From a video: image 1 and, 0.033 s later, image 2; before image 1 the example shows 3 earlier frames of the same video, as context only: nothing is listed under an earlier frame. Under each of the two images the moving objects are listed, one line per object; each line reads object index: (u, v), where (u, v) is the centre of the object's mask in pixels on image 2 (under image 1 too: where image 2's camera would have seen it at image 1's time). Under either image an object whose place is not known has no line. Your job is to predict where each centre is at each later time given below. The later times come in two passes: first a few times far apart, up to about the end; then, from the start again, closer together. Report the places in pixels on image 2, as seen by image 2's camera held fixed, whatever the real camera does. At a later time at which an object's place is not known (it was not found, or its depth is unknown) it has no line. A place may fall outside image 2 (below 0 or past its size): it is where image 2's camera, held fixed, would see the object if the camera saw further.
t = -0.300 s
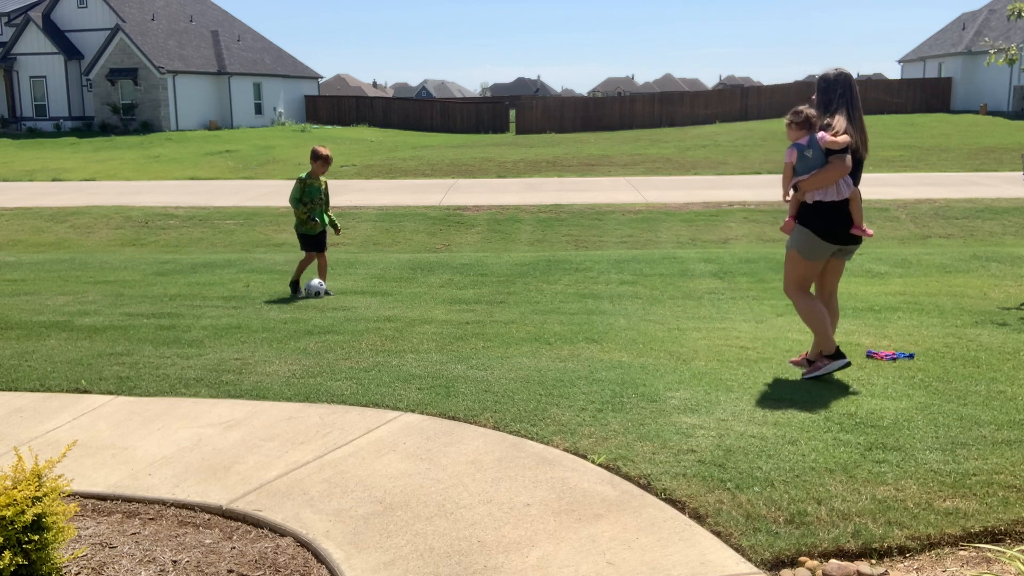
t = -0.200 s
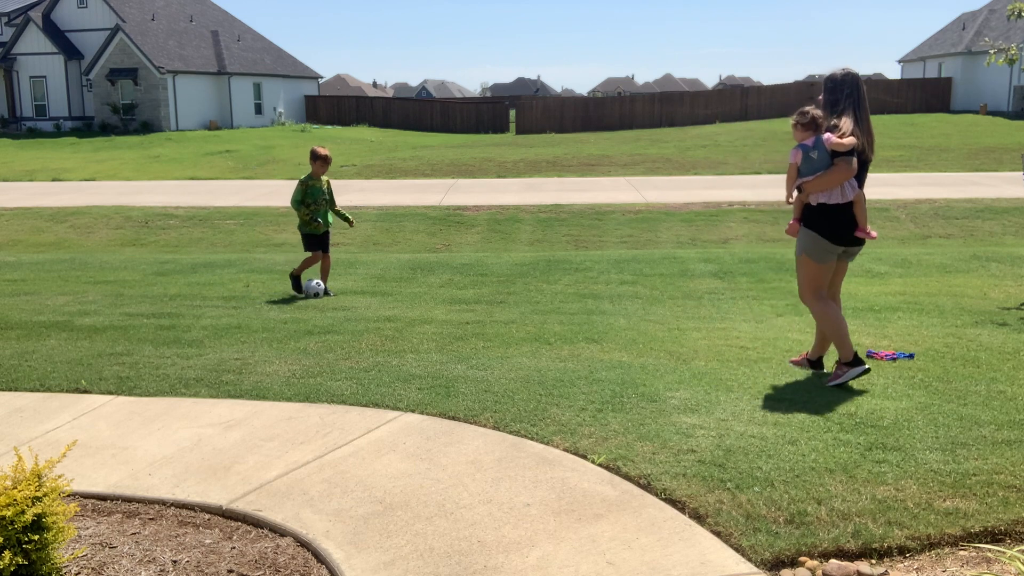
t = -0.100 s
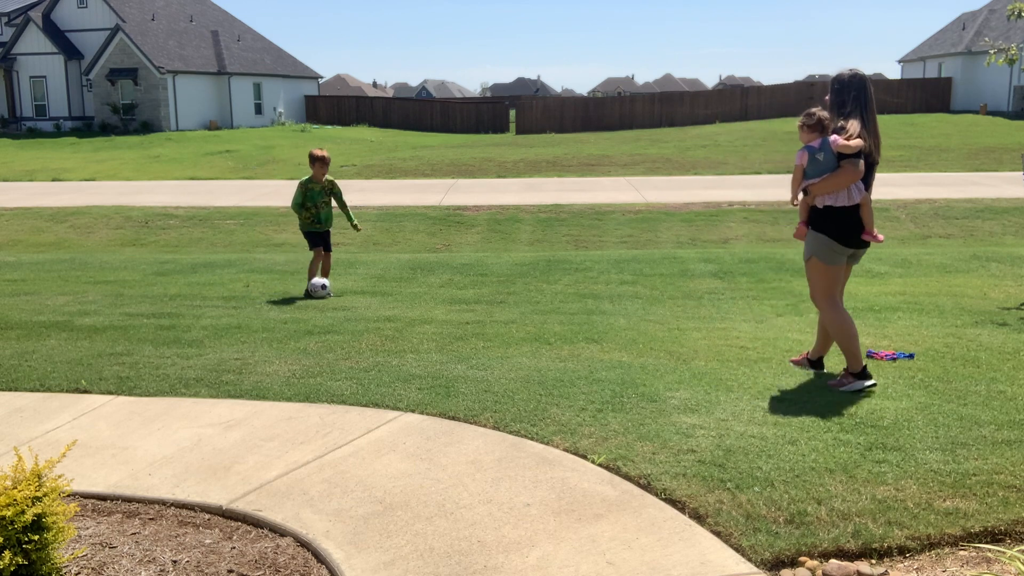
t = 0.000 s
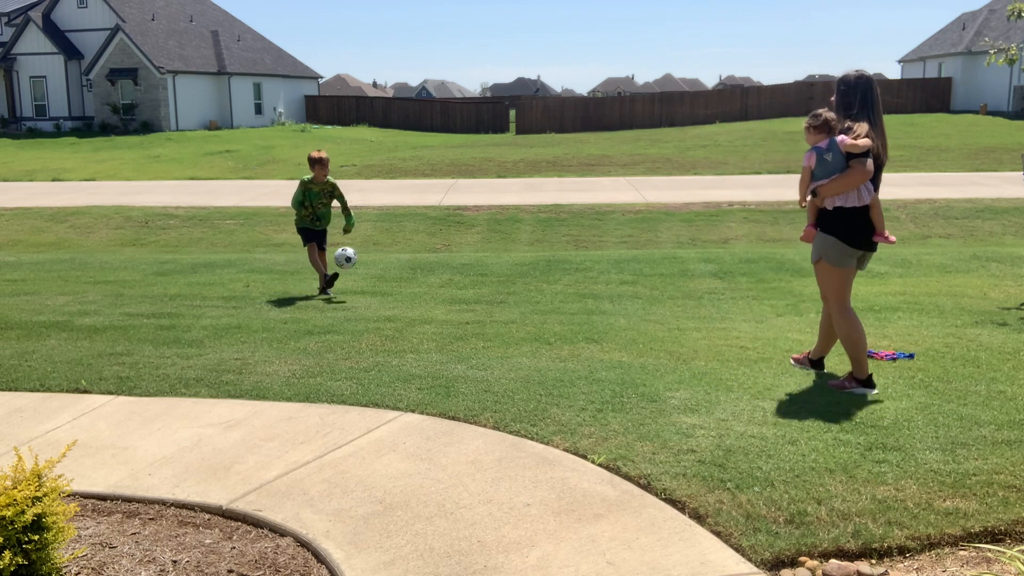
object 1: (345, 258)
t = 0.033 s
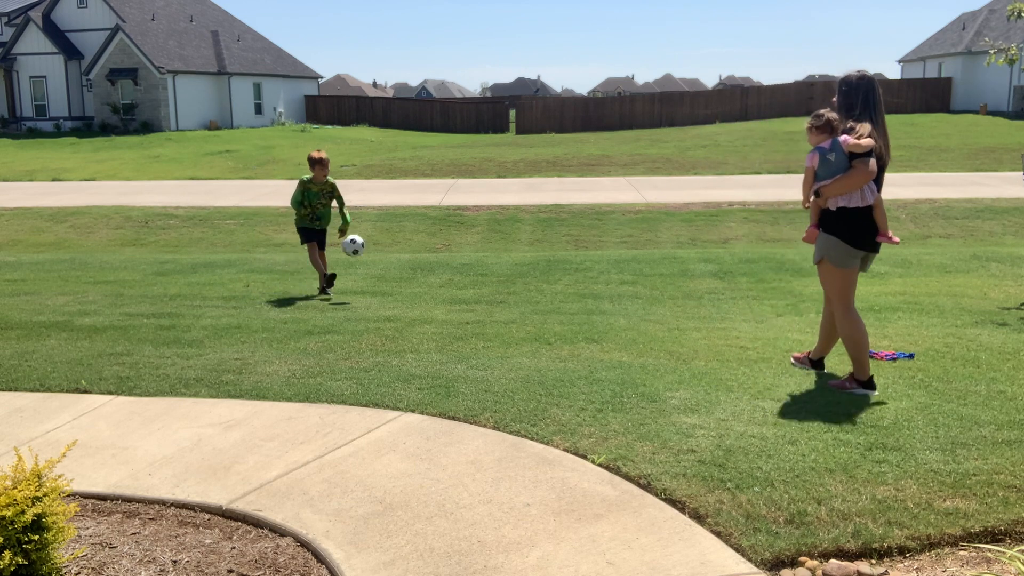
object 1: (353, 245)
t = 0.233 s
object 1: (404, 196)
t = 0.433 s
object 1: (460, 195)
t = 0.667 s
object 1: (527, 255)
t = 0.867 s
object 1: (572, 284)
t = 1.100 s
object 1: (608, 273)
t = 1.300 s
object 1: (640, 310)
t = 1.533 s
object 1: (681, 315)
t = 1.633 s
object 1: (697, 314)
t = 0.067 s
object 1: (361, 233)
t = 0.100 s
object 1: (370, 223)
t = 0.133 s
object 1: (378, 215)
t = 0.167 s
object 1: (386, 207)
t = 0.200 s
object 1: (395, 201)
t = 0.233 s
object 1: (404, 196)
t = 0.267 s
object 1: (413, 192)
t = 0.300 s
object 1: (422, 190)
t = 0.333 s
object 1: (432, 189)
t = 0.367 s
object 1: (441, 190)
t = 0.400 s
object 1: (450, 191)
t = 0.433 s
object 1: (460, 195)
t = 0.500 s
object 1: (479, 205)
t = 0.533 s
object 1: (488, 211)
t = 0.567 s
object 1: (498, 221)
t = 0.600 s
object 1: (507, 232)
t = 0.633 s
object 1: (517, 243)
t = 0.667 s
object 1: (527, 255)
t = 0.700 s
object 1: (536, 270)
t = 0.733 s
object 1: (546, 286)
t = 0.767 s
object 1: (555, 304)
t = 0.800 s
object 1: (561, 300)
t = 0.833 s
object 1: (566, 291)
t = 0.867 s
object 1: (572, 284)
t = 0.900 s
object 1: (577, 278)
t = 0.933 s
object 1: (582, 274)
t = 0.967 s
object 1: (587, 271)
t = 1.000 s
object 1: (592, 269)
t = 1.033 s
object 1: (597, 269)
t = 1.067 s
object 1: (603, 271)
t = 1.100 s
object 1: (608, 273)
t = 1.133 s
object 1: (614, 278)
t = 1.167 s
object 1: (619, 284)
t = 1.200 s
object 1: (624, 291)
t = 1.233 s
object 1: (629, 300)
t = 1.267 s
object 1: (635, 311)
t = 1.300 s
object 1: (640, 310)
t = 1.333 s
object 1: (646, 306)
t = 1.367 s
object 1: (652, 304)
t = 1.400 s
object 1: (657, 303)
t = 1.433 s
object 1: (663, 304)
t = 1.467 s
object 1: (669, 307)
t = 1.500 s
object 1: (675, 311)
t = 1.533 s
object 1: (681, 315)
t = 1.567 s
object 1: (687, 315)
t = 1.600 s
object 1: (692, 314)
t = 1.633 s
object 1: (697, 314)
